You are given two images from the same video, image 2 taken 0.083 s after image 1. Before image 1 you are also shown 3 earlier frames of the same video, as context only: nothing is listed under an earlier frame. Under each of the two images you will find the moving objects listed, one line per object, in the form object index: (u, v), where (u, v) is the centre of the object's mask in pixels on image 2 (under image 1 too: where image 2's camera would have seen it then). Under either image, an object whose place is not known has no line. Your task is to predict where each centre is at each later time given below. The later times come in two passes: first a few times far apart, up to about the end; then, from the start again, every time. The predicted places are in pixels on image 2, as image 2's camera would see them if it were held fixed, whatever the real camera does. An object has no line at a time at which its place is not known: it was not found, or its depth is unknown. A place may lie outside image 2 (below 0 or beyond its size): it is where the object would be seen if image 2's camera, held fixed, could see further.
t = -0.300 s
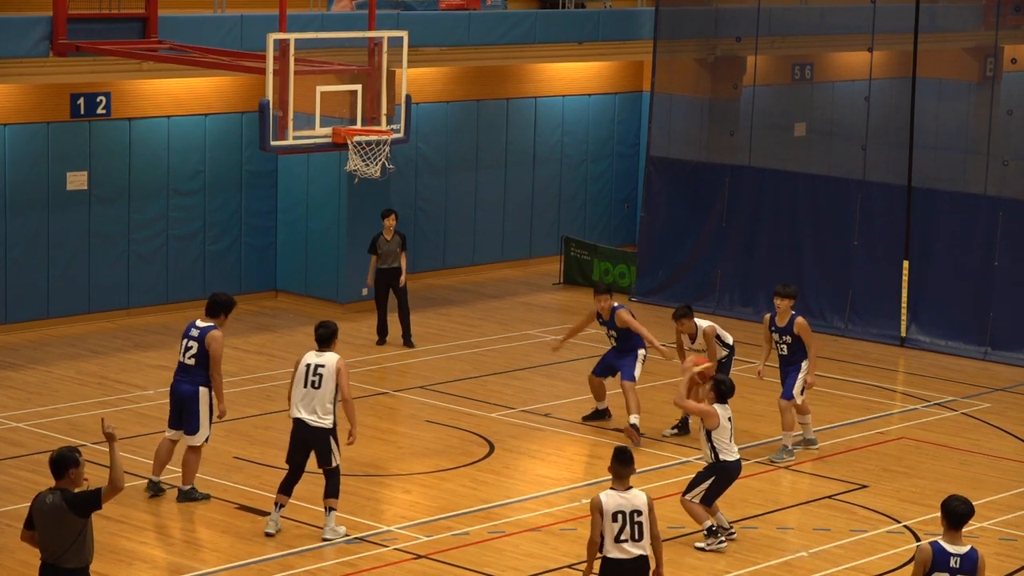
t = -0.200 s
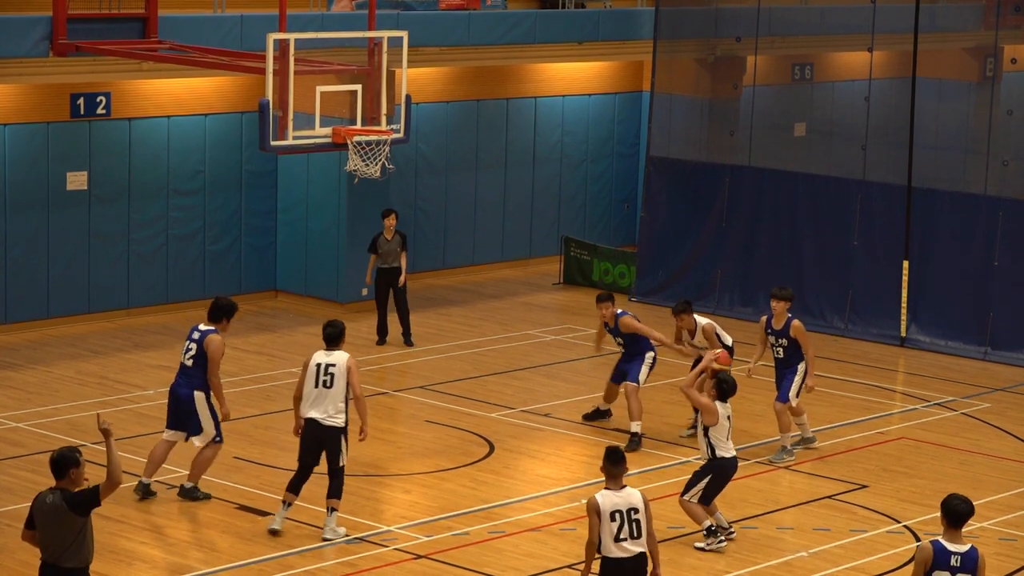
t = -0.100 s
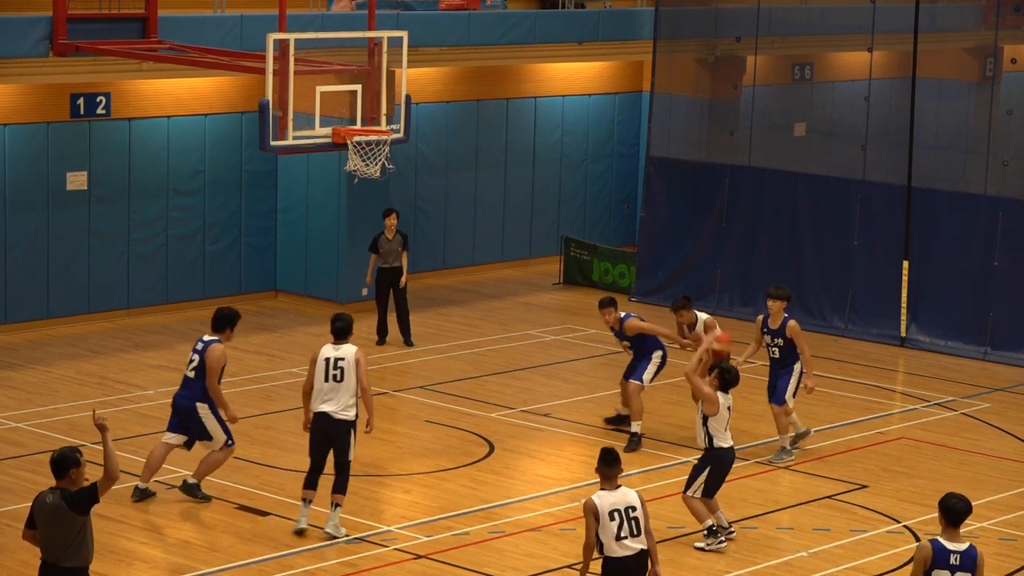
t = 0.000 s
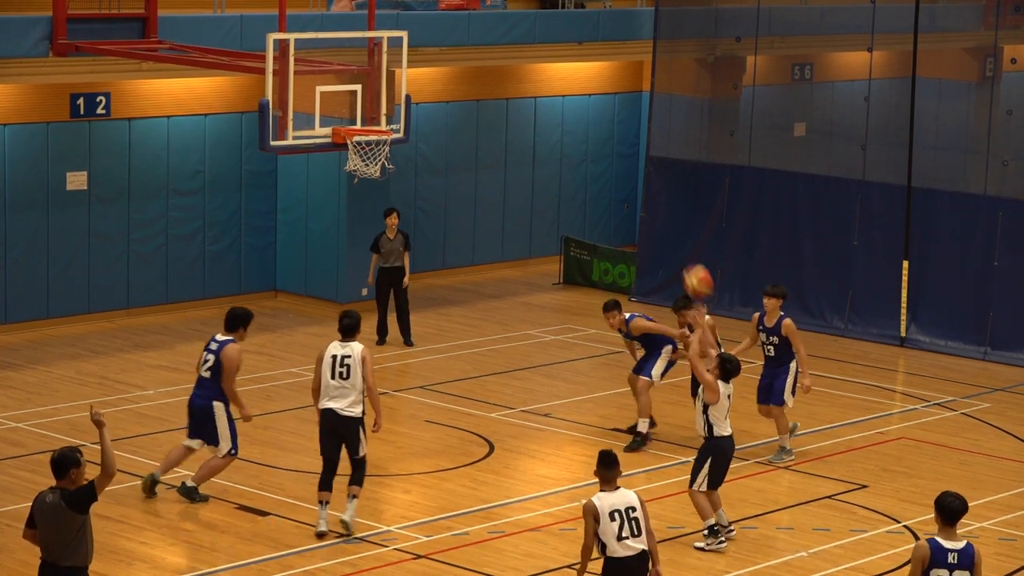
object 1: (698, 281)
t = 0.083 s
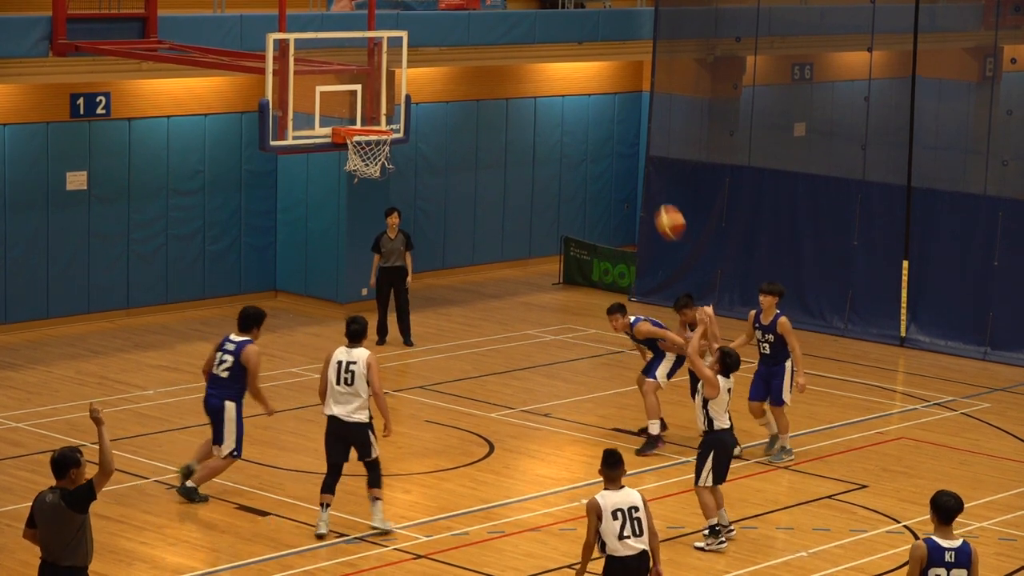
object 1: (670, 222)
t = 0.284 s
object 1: (604, 113)
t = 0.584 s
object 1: (506, 38)
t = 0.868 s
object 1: (421, 60)
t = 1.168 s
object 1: (364, 125)
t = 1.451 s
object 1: (351, 142)
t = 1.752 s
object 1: (375, 157)
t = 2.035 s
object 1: (408, 202)
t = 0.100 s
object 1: (664, 211)
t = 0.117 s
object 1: (659, 200)
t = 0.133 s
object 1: (653, 190)
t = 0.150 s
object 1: (648, 181)
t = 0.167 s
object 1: (642, 171)
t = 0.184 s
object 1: (637, 162)
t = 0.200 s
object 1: (631, 152)
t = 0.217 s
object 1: (625, 144)
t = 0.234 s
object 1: (620, 136)
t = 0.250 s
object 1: (615, 128)
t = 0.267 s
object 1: (609, 120)
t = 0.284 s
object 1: (604, 113)
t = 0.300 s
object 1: (598, 106)
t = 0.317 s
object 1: (593, 100)
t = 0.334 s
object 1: (586, 93)
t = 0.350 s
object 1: (581, 88)
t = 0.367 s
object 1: (576, 82)
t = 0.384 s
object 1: (570, 77)
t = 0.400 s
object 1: (564, 71)
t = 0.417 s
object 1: (559, 67)
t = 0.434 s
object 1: (554, 62)
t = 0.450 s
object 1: (549, 58)
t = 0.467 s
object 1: (543, 55)
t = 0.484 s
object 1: (538, 52)
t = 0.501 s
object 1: (533, 49)
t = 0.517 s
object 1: (527, 46)
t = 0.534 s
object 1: (522, 44)
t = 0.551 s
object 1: (517, 41)
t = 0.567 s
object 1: (512, 40)
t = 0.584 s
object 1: (506, 38)
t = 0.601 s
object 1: (502, 37)
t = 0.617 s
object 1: (496, 37)
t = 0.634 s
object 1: (491, 36)
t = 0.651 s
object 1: (485, 36)
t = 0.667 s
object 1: (481, 36)
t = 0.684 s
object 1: (476, 36)
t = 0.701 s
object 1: (470, 37)
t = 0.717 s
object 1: (466, 37)
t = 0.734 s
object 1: (461, 39)
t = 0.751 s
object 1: (456, 40)
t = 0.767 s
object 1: (450, 42)
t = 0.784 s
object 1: (446, 44)
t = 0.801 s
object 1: (440, 47)
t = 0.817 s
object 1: (435, 50)
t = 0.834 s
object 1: (430, 53)
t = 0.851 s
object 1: (425, 56)
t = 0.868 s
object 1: (421, 60)
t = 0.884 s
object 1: (416, 63)
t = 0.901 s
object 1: (410, 68)
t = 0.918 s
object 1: (405, 73)
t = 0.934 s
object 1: (401, 78)
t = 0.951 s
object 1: (396, 81)
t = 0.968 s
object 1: (391, 87)
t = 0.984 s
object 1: (386, 93)
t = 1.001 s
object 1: (381, 98)
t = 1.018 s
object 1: (376, 105)
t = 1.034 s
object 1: (371, 110)
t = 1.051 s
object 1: (367, 118)
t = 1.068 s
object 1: (363, 122)
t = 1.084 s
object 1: (361, 123)
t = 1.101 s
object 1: (360, 124)
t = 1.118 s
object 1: (359, 125)
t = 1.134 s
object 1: (359, 126)
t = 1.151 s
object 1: (359, 126)
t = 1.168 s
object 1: (364, 125)
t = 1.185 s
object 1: (367, 127)
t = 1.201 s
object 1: (372, 126)
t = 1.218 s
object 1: (374, 129)
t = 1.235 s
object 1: (376, 129)
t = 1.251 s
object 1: (376, 127)
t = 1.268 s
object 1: (377, 127)
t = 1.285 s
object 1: (377, 130)
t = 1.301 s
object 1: (374, 131)
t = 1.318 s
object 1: (371, 134)
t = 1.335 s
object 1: (369, 135)
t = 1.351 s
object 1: (366, 136)
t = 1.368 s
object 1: (362, 137)
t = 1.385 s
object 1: (360, 138)
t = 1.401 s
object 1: (356, 142)
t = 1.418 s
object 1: (353, 143)
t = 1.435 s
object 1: (352, 142)
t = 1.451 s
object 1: (351, 142)
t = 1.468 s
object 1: (351, 143)
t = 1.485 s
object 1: (352, 145)
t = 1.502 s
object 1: (352, 147)
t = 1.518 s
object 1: (353, 148)
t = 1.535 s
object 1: (352, 153)
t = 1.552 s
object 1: (352, 155)
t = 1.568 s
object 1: (351, 155)
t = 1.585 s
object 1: (354, 154)
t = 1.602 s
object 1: (356, 155)
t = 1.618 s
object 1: (359, 155)
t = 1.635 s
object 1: (360, 157)
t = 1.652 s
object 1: (363, 158)
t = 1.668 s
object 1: (368, 155)
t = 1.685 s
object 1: (369, 155)
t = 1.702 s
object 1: (371, 156)
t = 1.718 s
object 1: (372, 156)
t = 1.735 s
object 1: (373, 156)
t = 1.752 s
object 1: (375, 157)
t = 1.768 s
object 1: (379, 154)
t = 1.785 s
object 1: (382, 157)
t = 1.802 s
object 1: (384, 159)
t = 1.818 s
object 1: (385, 159)
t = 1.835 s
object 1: (387, 161)
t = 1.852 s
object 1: (389, 163)
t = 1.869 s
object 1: (390, 165)
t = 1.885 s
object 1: (393, 169)
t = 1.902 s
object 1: (394, 171)
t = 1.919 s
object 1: (395, 173)
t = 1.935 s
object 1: (397, 177)
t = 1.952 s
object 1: (399, 181)
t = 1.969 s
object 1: (401, 184)
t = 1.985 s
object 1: (403, 188)
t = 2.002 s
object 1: (405, 193)
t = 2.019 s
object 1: (406, 197)
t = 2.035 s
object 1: (408, 202)
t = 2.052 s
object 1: (410, 207)
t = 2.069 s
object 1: (412, 213)
